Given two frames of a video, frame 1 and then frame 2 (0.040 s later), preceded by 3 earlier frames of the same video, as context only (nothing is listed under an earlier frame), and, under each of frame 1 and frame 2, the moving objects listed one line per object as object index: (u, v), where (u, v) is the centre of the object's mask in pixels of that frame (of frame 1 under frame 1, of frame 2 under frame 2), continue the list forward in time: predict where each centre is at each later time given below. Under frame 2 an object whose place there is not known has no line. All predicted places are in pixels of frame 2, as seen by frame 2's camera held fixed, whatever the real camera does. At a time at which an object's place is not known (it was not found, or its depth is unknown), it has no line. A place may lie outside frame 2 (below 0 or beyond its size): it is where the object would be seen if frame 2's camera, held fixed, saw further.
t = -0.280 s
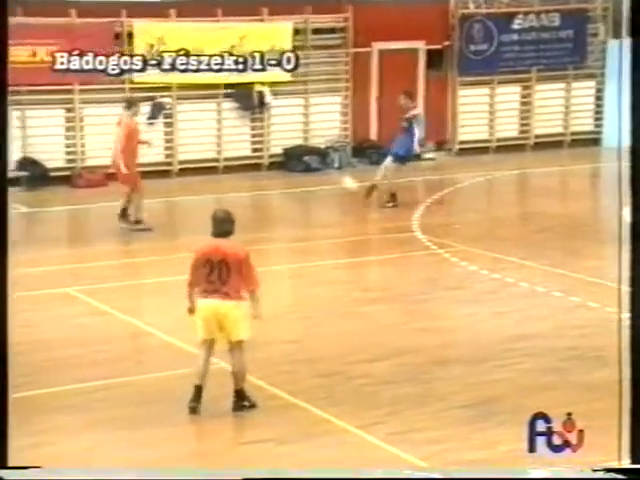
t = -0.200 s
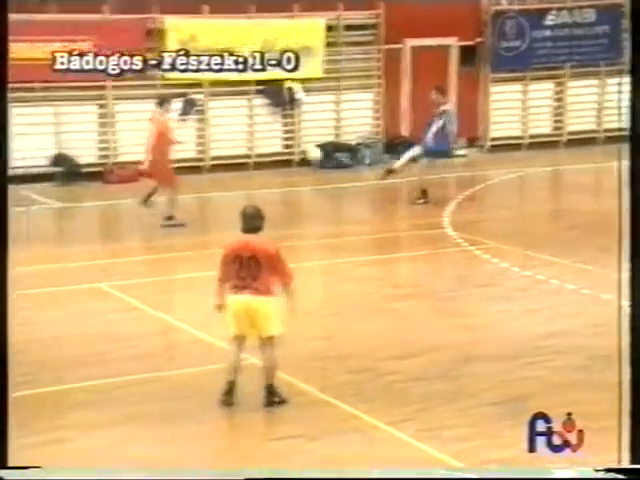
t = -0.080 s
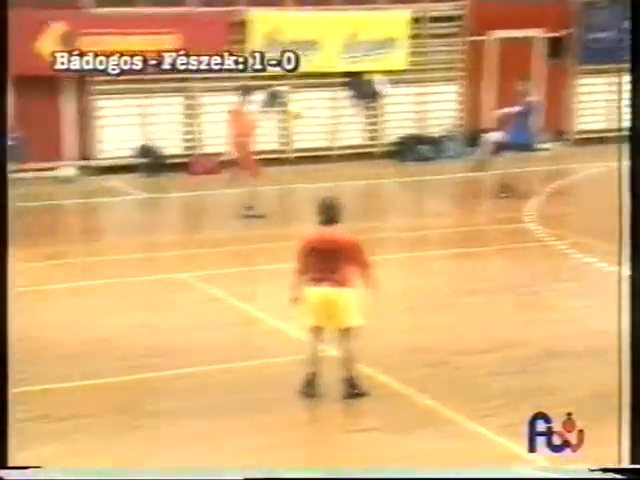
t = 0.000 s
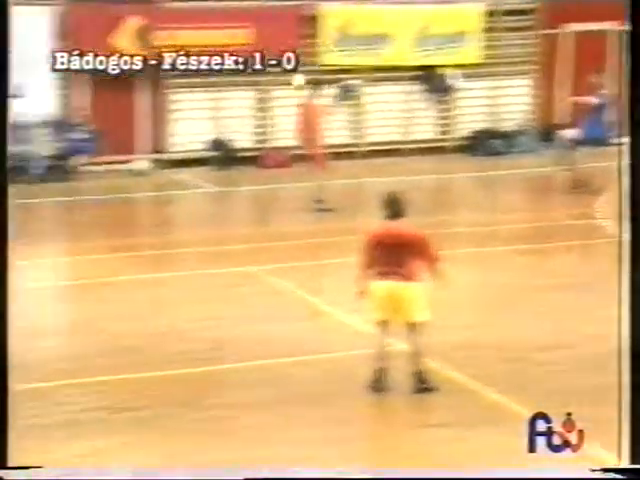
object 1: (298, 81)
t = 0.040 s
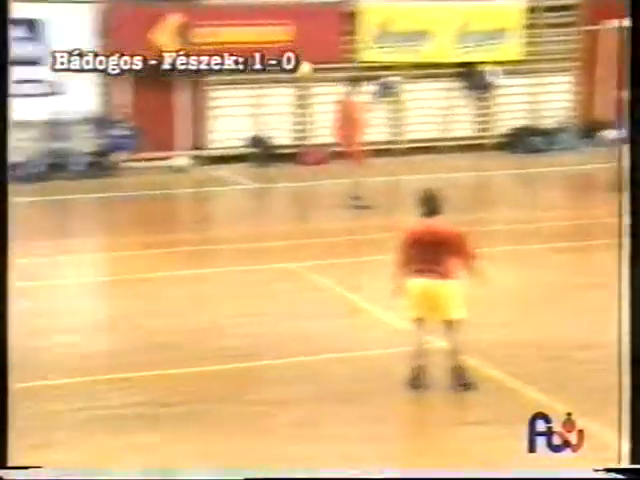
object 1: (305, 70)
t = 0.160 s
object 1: (201, 46)
